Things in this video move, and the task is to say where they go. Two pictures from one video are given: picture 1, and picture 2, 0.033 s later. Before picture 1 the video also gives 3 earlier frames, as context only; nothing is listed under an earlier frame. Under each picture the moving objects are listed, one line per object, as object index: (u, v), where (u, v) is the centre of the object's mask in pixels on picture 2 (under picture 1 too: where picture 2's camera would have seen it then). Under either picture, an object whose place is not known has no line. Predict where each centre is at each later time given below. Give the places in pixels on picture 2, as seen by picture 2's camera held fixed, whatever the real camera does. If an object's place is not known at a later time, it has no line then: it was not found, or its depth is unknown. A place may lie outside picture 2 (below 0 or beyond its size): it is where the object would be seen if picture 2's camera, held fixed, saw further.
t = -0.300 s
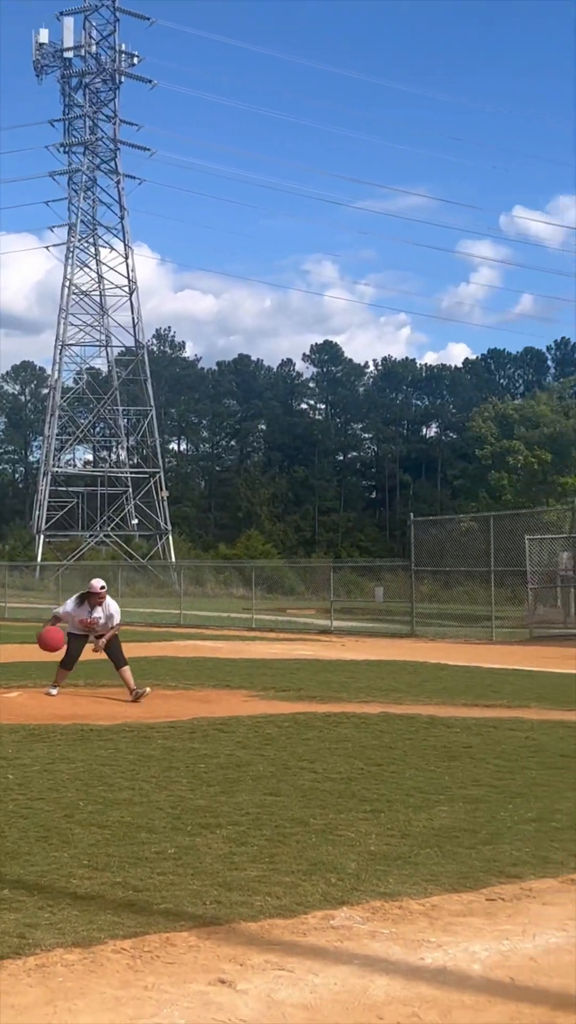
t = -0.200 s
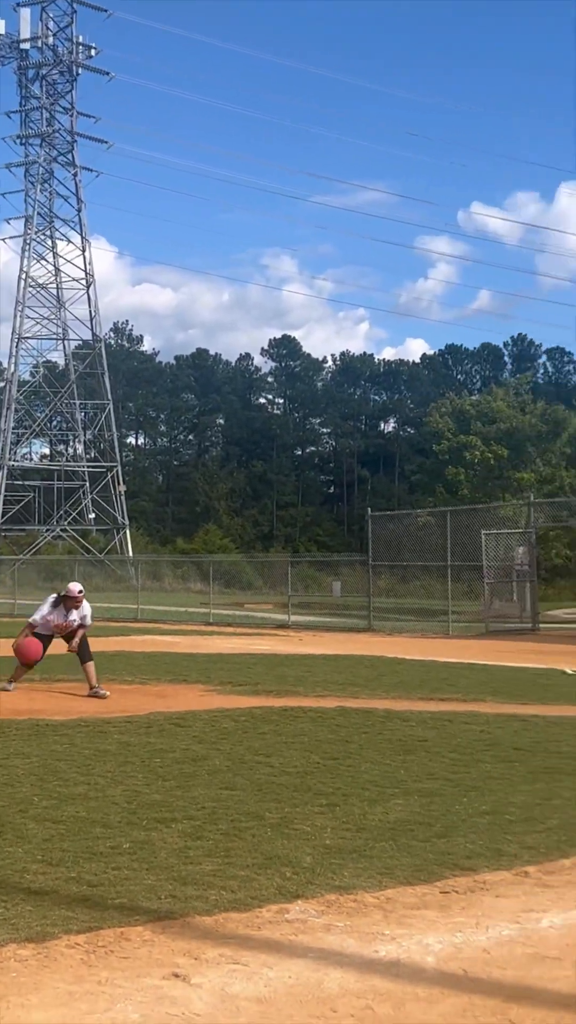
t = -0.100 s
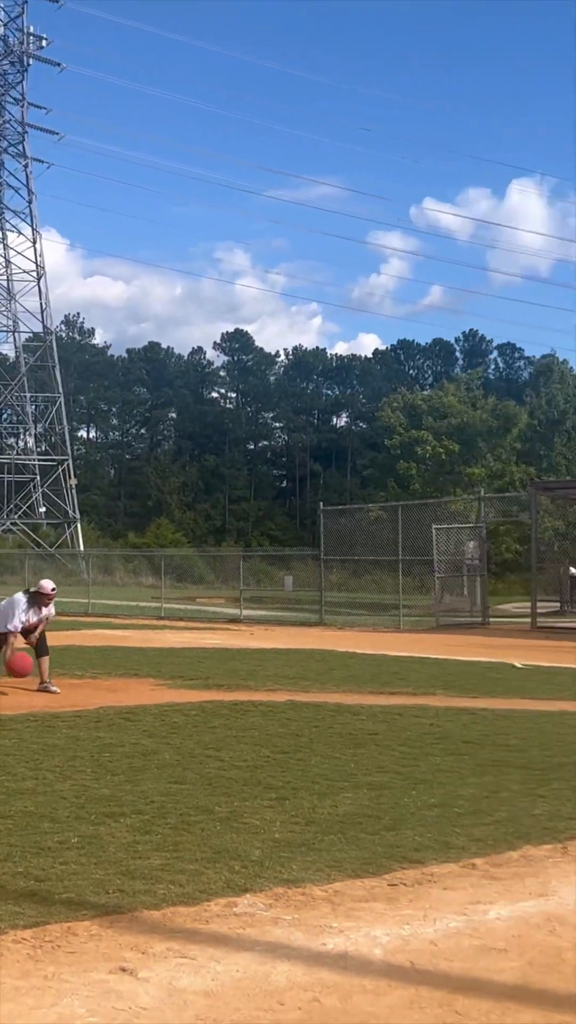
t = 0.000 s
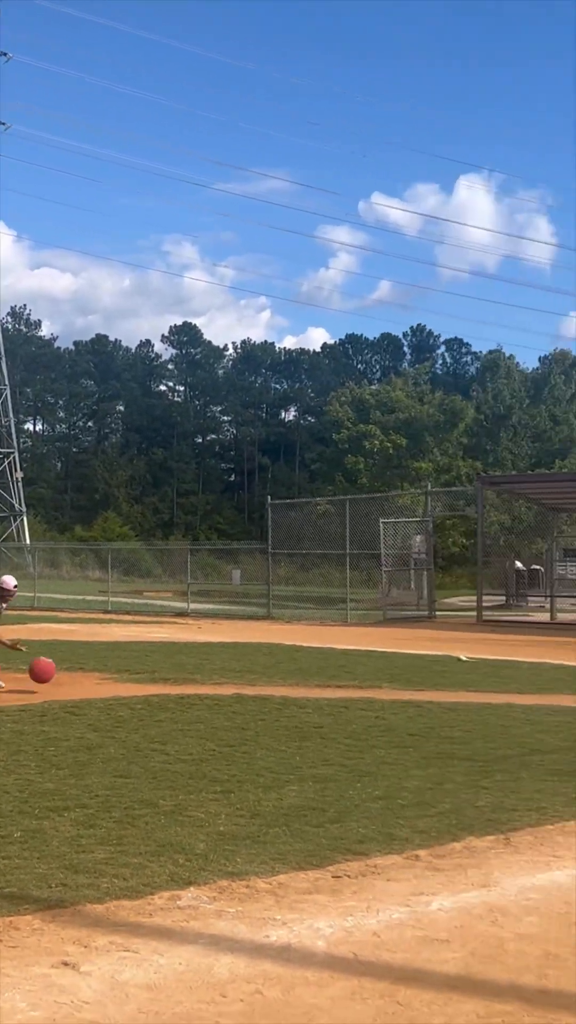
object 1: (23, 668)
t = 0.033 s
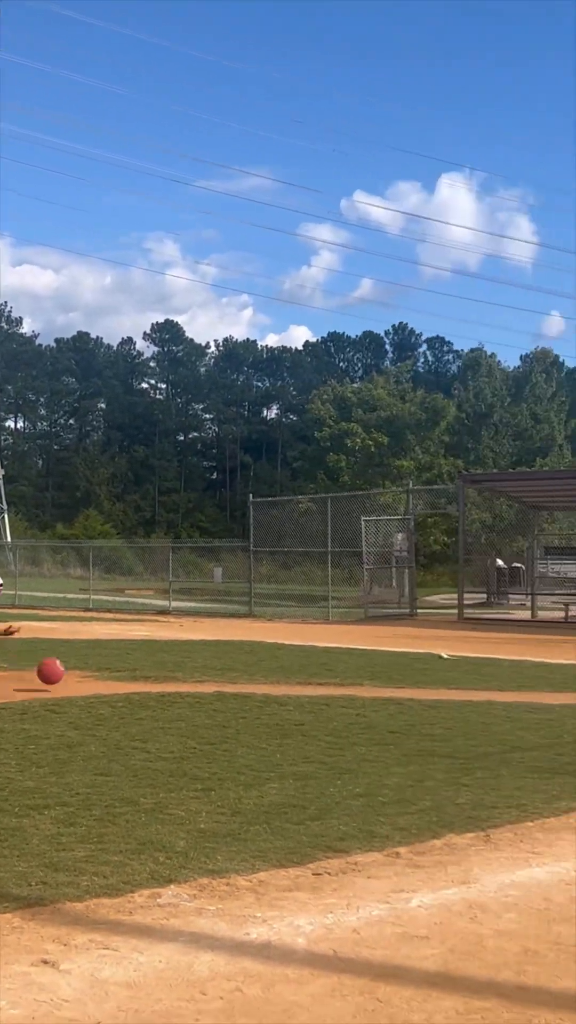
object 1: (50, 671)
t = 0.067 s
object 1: (78, 676)
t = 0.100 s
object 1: (97, 680)
